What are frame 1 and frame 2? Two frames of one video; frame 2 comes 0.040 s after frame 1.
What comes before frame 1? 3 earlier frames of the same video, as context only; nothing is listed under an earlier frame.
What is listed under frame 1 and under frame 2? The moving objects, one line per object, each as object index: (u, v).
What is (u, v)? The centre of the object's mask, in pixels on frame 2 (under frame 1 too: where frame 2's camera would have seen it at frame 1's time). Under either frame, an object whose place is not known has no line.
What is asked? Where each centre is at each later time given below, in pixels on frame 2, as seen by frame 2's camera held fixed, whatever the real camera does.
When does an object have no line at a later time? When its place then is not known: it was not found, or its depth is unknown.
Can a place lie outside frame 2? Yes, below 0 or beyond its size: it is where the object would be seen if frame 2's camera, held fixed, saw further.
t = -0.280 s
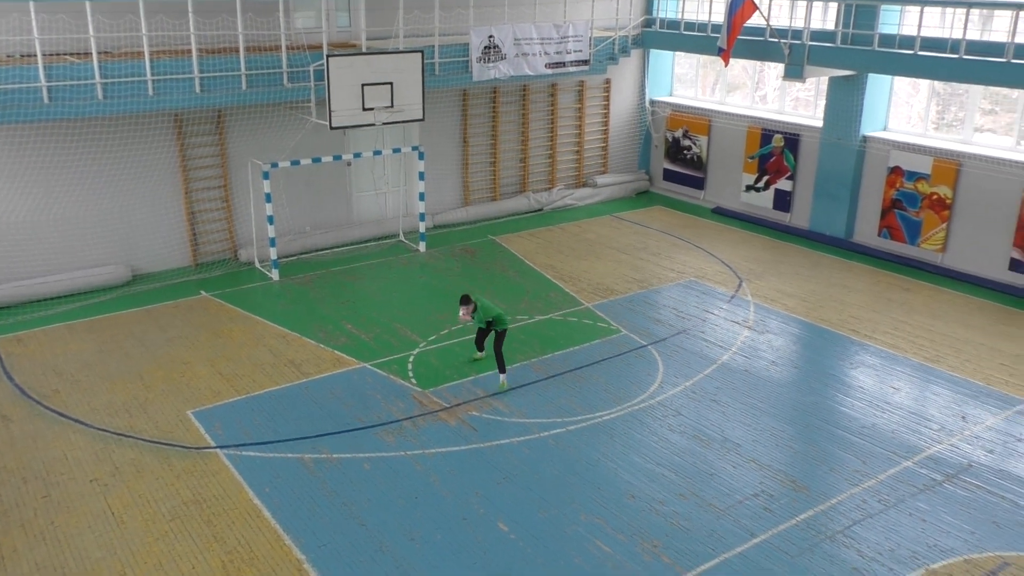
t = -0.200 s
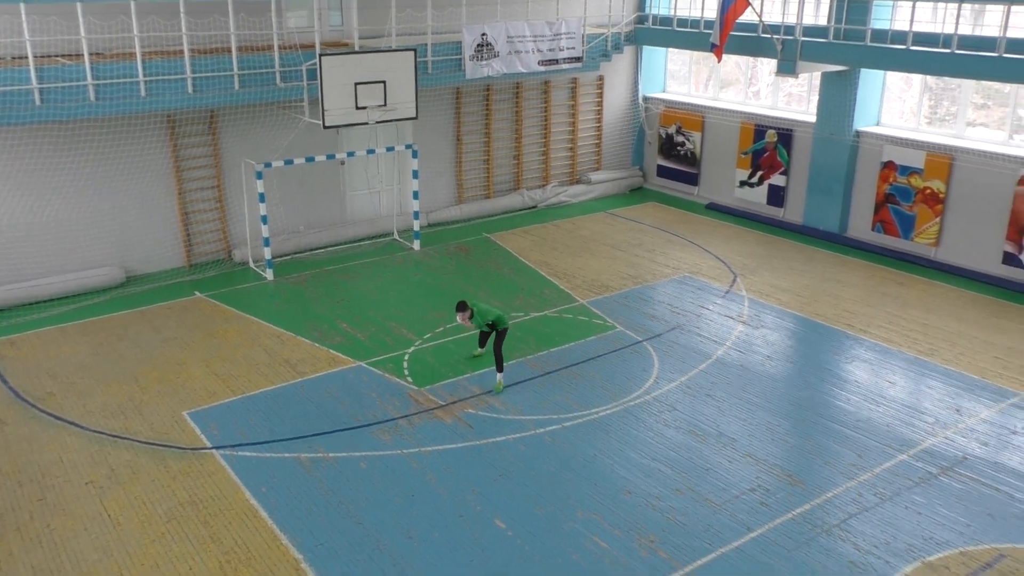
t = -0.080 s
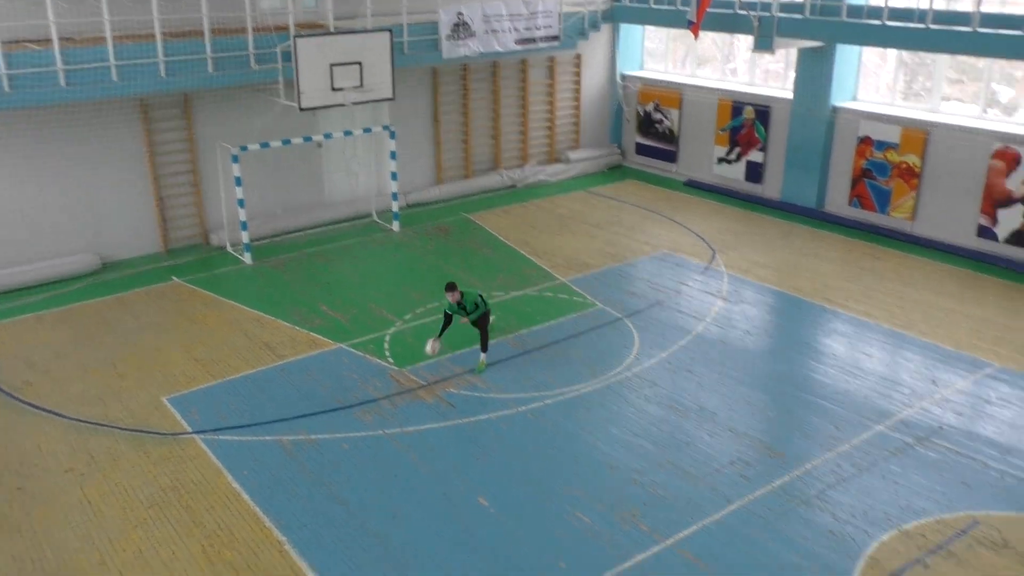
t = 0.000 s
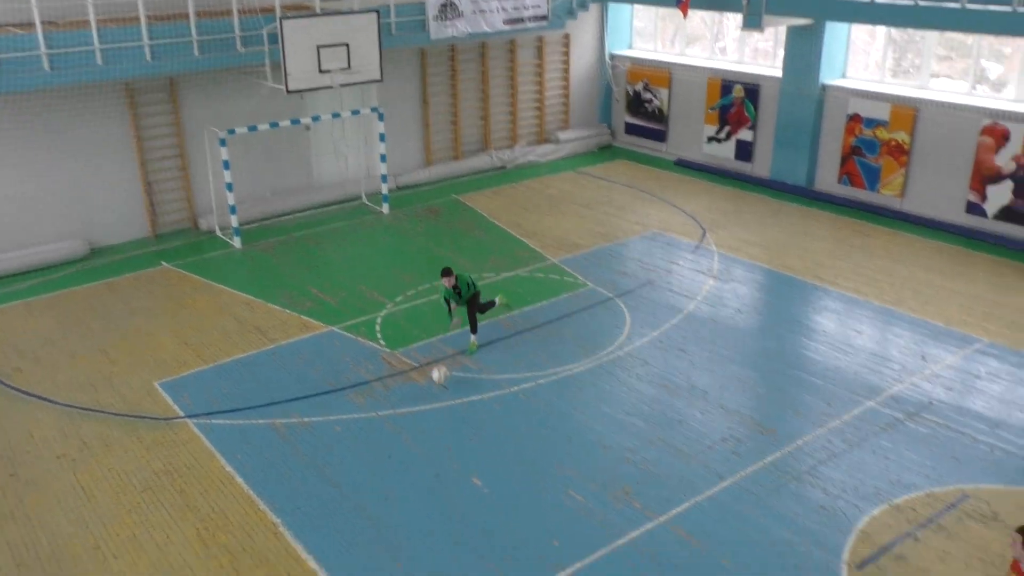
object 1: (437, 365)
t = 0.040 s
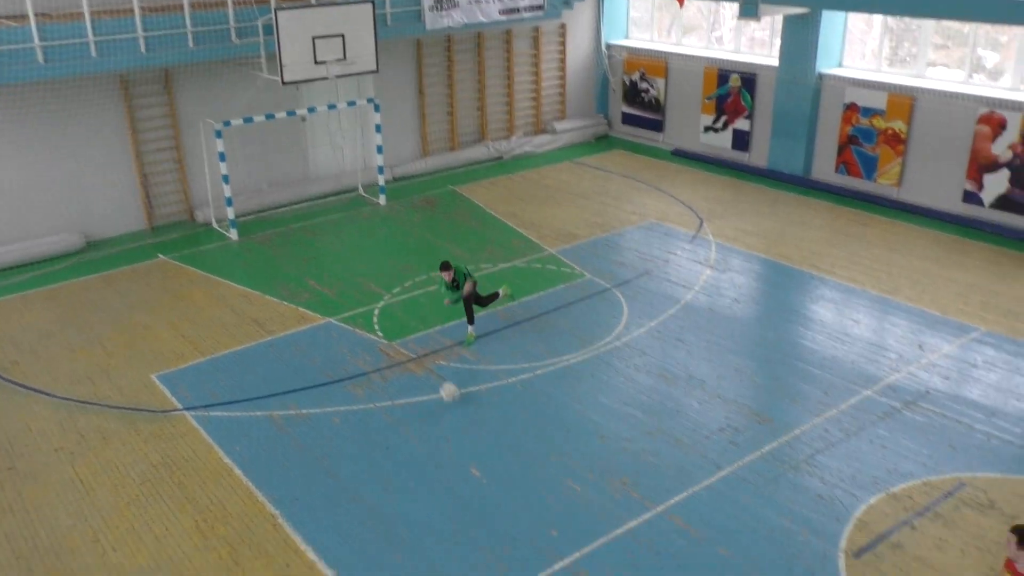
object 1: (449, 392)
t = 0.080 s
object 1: (462, 422)
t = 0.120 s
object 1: (473, 444)
